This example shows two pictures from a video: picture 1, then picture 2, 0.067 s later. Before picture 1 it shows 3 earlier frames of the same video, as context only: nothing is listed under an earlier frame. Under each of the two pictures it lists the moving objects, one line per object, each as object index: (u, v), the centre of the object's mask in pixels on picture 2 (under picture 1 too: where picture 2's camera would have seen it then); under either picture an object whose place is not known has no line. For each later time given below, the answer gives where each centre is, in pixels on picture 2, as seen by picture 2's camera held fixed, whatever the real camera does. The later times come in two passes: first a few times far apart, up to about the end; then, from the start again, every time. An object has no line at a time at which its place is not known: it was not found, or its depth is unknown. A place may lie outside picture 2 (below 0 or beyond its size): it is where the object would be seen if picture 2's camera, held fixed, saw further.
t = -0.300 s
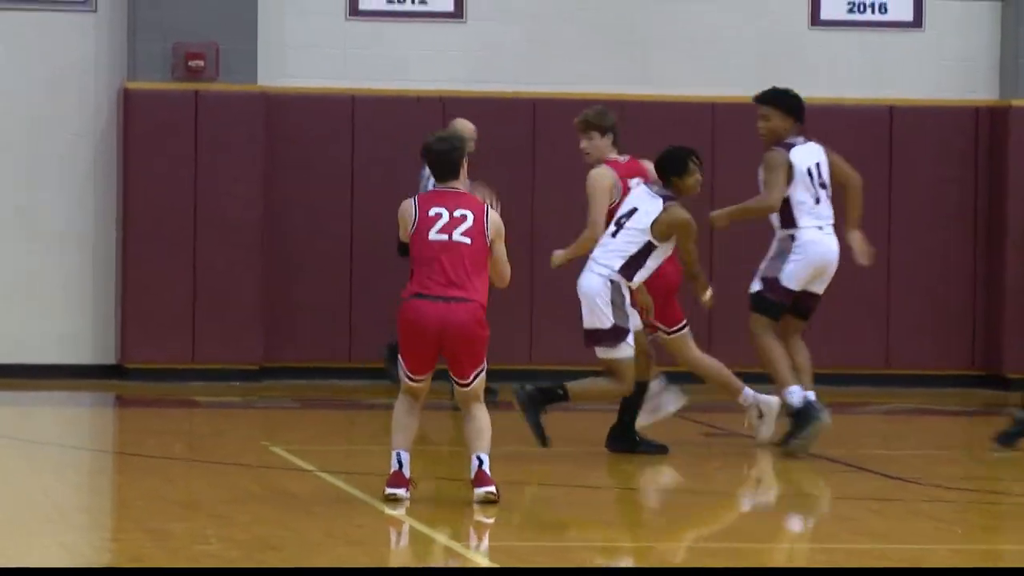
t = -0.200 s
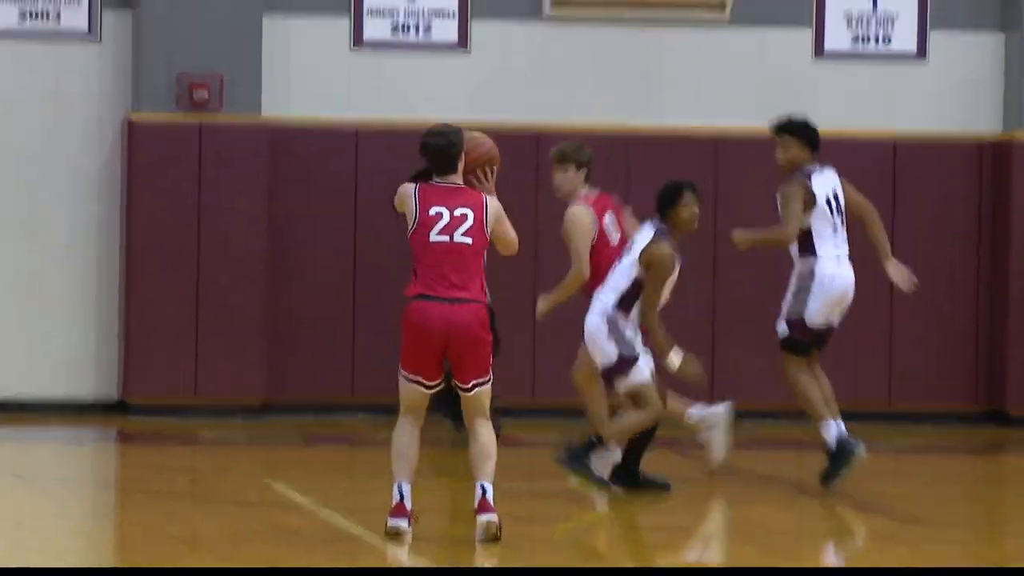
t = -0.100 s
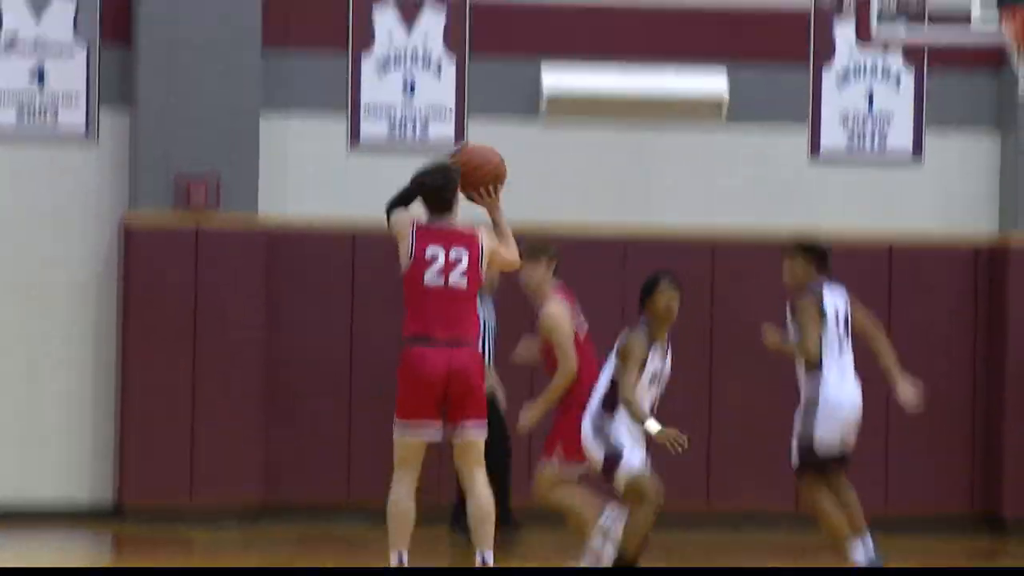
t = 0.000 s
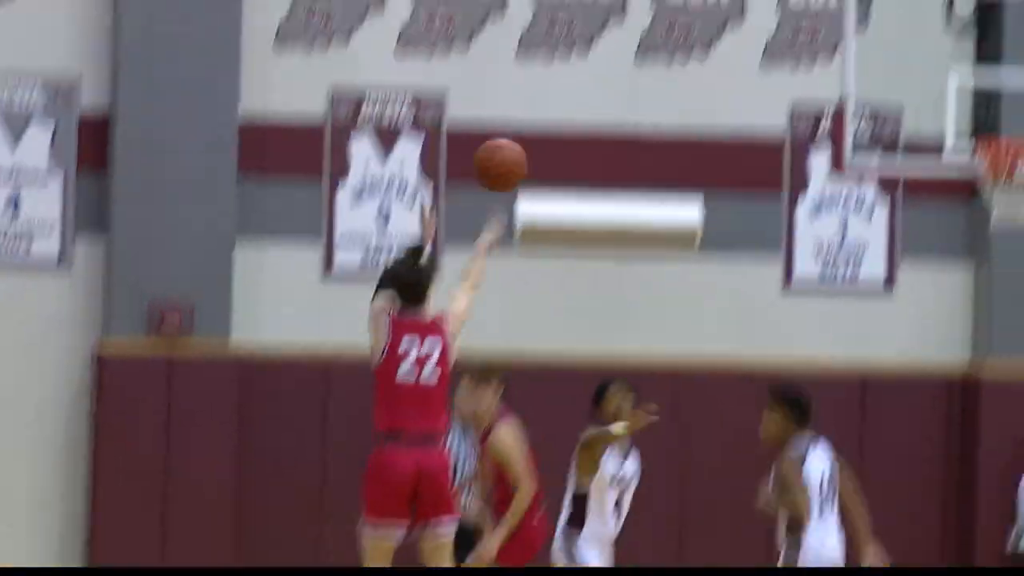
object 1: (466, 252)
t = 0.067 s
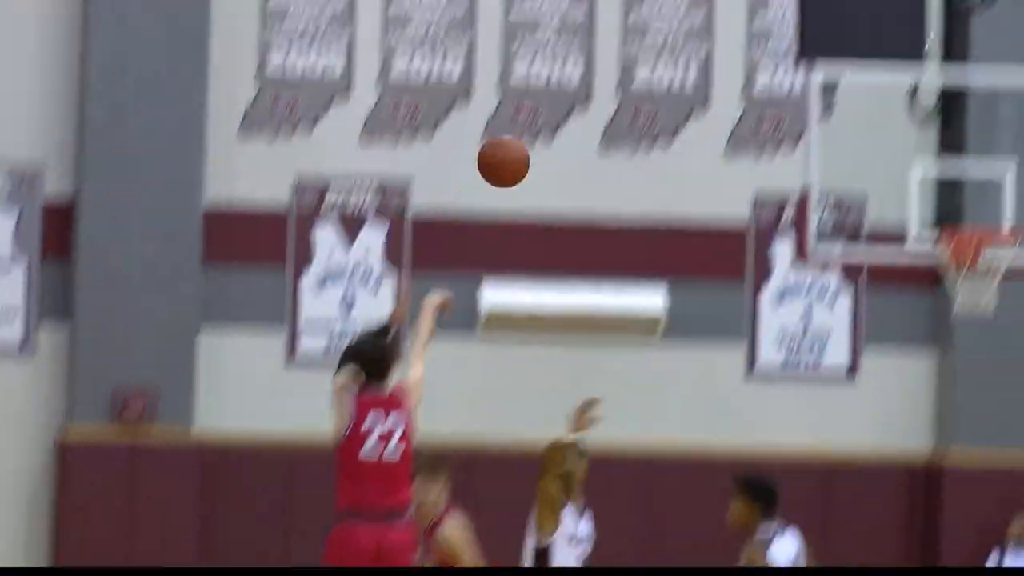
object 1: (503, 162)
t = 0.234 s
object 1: (589, -8)
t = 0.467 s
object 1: (699, -140)
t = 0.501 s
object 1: (714, -150)
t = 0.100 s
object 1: (521, 122)
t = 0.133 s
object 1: (538, 85)
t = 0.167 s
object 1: (555, 51)
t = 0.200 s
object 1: (572, 21)
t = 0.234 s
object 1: (589, -8)
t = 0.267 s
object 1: (605, -34)
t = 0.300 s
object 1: (622, -57)
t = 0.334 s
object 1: (638, -78)
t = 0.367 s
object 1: (654, -97)
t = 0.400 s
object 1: (669, -114)
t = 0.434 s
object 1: (684, -128)
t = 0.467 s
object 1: (699, -140)
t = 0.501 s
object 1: (714, -150)
